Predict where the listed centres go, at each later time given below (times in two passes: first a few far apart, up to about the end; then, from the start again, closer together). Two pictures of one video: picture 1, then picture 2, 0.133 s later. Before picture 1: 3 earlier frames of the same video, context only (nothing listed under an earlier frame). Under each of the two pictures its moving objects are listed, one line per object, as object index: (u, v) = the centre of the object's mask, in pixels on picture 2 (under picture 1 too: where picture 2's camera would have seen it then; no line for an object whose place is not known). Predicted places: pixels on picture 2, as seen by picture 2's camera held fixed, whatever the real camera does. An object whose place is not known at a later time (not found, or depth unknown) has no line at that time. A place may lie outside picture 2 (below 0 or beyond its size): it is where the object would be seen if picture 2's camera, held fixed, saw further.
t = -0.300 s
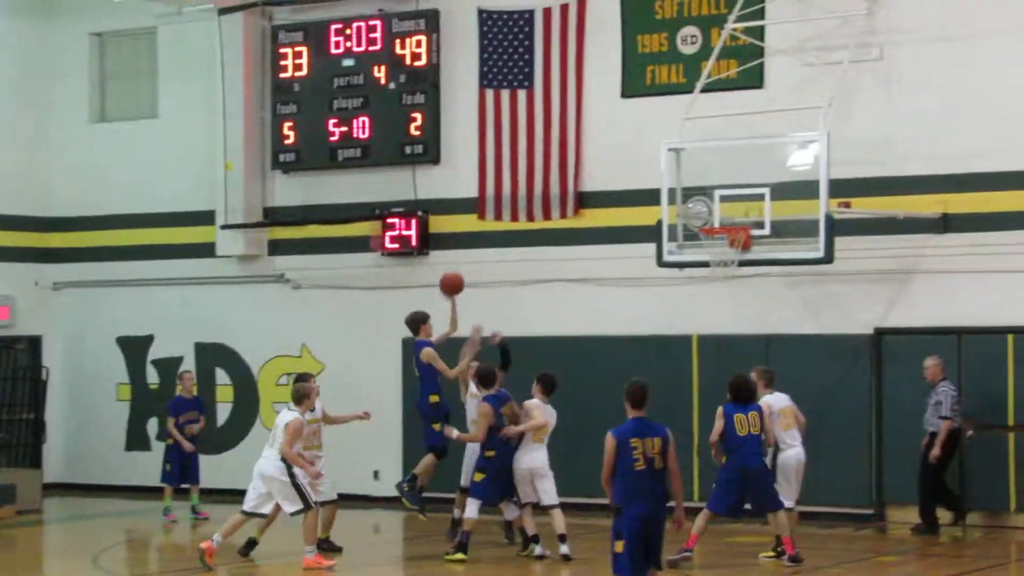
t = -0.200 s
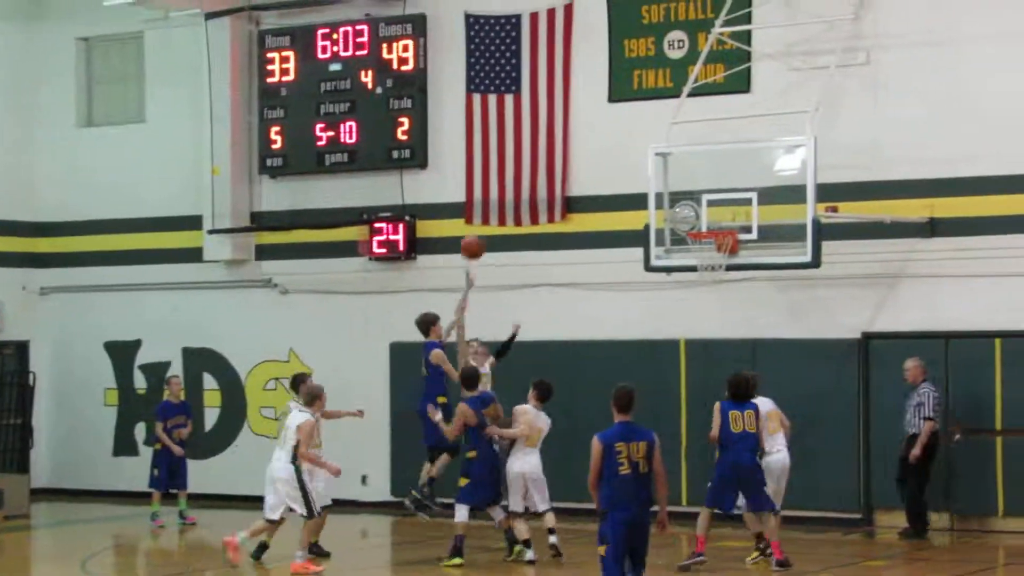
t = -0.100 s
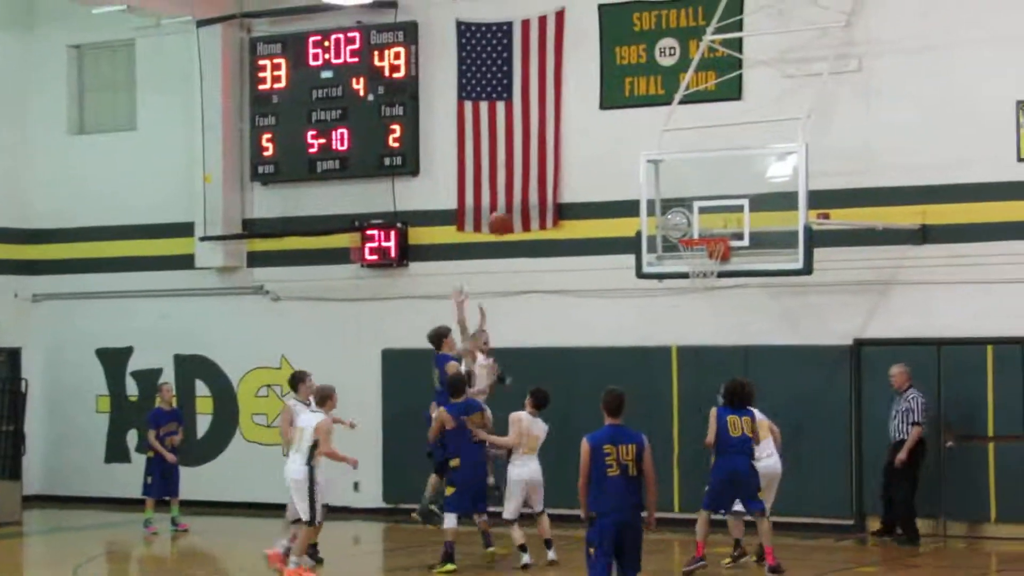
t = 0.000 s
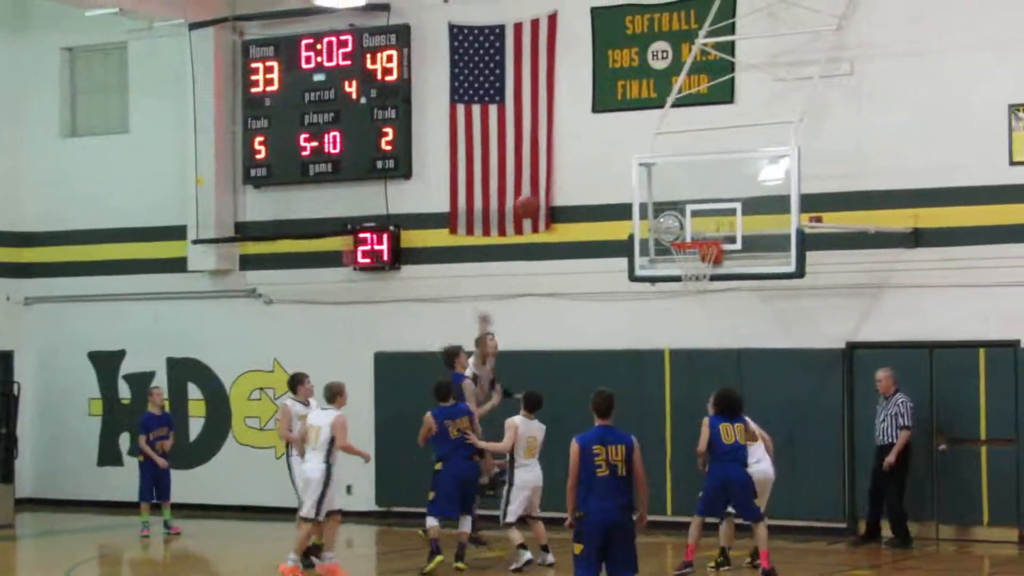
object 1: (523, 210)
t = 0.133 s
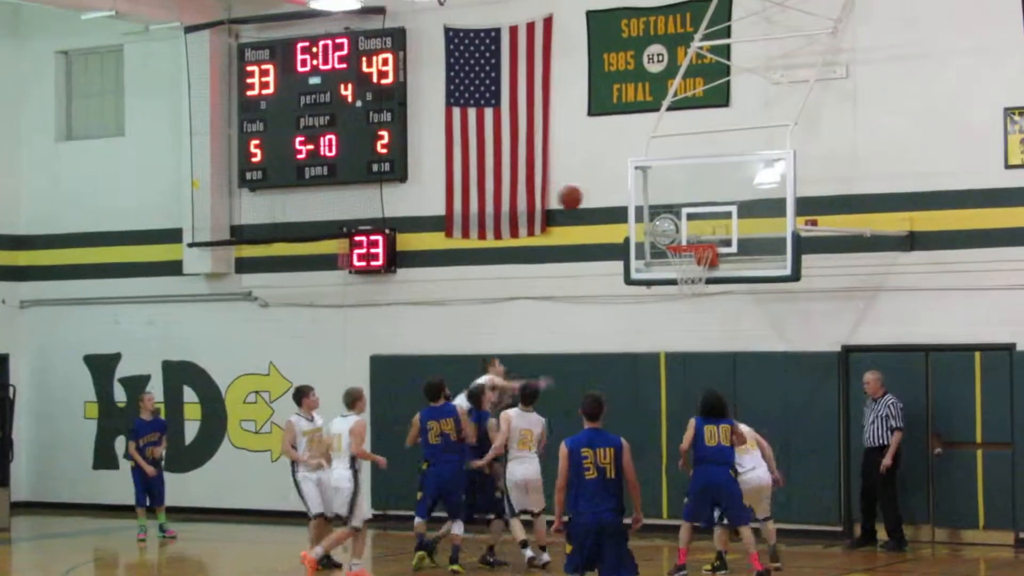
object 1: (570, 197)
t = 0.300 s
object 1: (628, 207)
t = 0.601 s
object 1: (698, 214)
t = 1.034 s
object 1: (707, 223)
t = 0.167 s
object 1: (581, 197)
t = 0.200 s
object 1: (593, 198)
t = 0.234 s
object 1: (604, 200)
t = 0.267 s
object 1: (616, 203)
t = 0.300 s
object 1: (628, 207)
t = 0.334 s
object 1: (639, 212)
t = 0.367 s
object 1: (650, 219)
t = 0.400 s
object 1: (661, 226)
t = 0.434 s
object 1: (672, 235)
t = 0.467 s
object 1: (679, 231)
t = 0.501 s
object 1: (683, 226)
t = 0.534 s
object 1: (688, 220)
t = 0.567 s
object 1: (693, 216)
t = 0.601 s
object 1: (698, 214)
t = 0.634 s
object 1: (702, 212)
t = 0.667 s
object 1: (703, 210)
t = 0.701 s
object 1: (704, 208)
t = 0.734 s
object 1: (703, 208)
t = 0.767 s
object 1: (704, 208)
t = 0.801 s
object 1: (704, 211)
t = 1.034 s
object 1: (707, 223)
